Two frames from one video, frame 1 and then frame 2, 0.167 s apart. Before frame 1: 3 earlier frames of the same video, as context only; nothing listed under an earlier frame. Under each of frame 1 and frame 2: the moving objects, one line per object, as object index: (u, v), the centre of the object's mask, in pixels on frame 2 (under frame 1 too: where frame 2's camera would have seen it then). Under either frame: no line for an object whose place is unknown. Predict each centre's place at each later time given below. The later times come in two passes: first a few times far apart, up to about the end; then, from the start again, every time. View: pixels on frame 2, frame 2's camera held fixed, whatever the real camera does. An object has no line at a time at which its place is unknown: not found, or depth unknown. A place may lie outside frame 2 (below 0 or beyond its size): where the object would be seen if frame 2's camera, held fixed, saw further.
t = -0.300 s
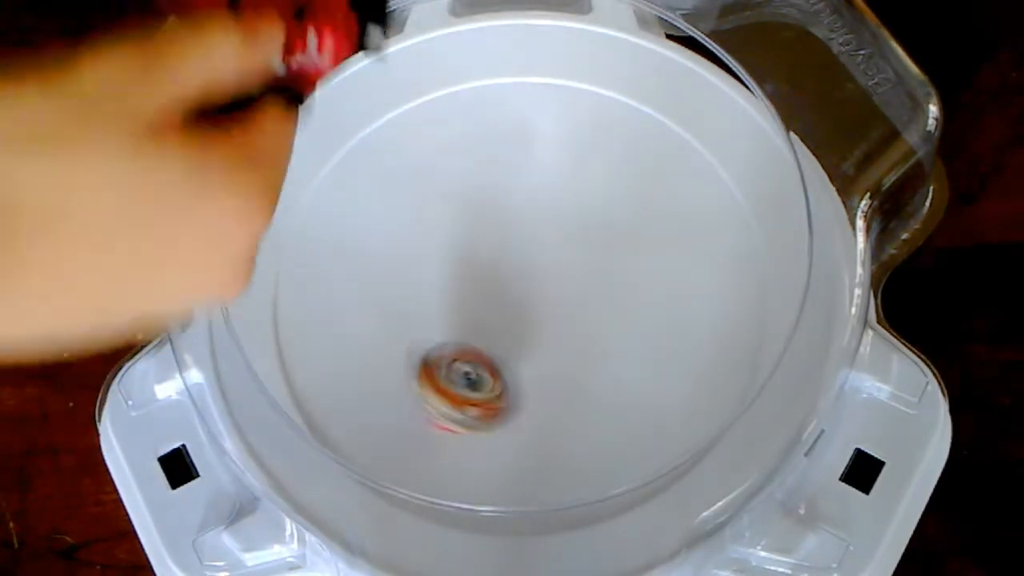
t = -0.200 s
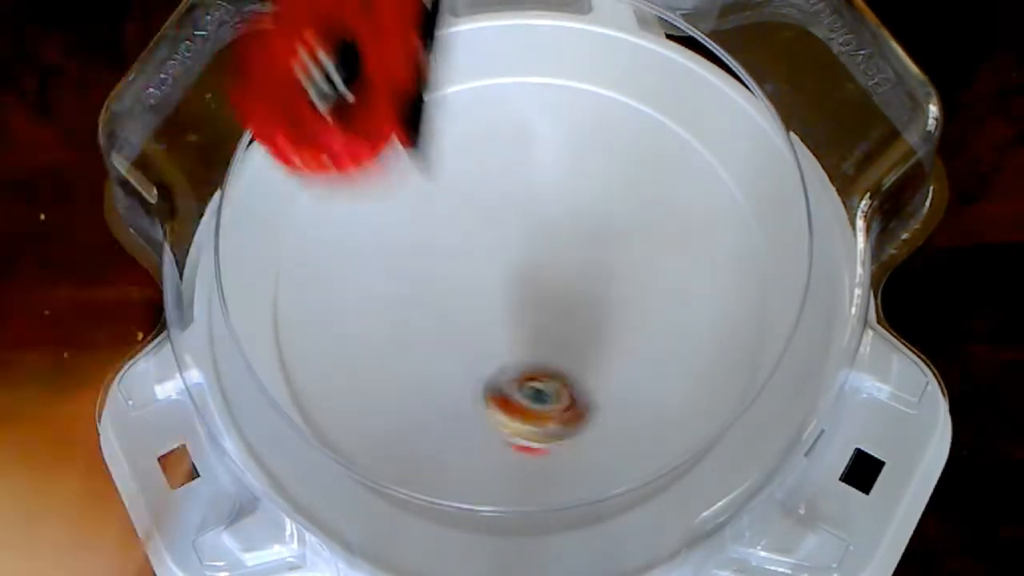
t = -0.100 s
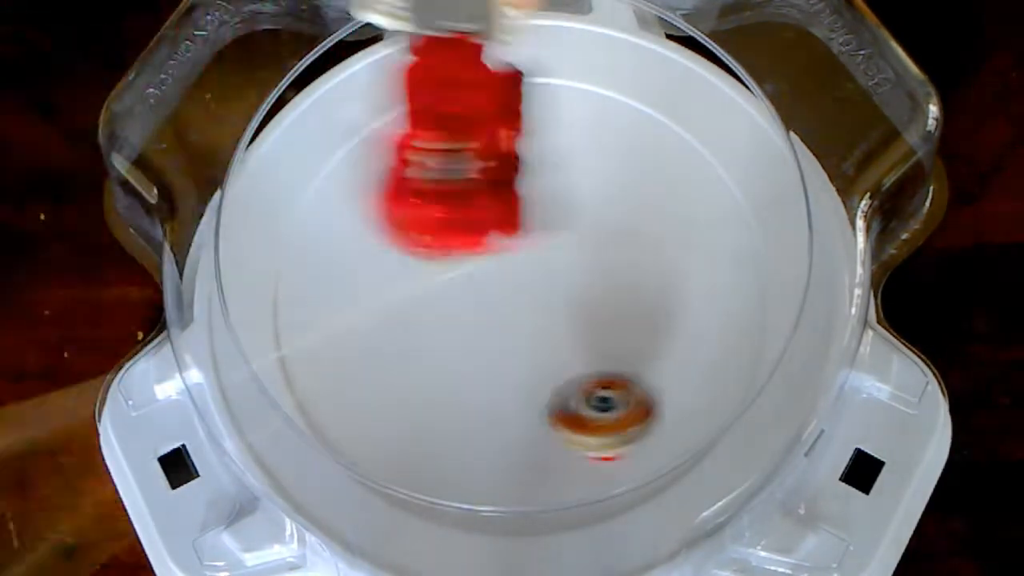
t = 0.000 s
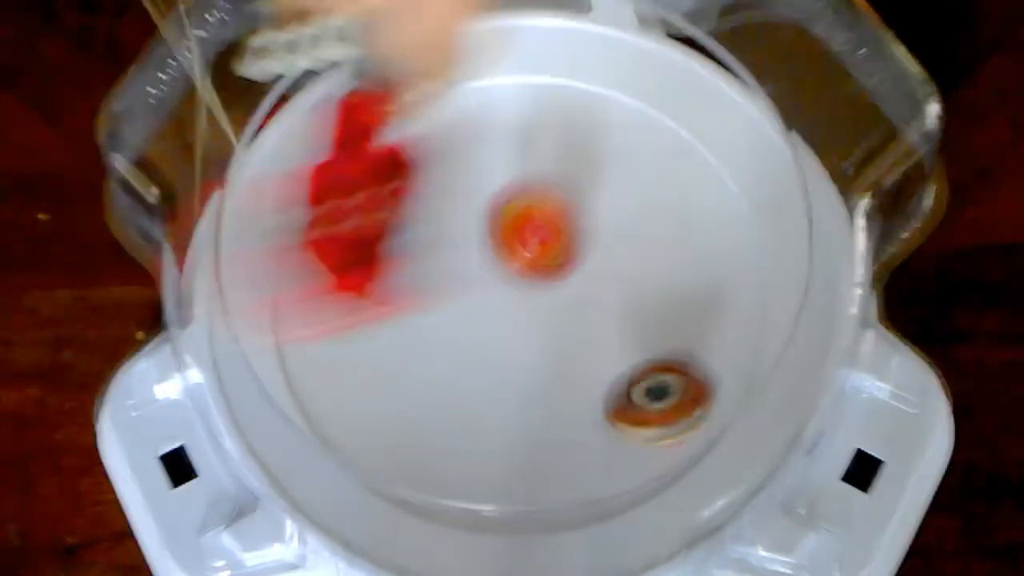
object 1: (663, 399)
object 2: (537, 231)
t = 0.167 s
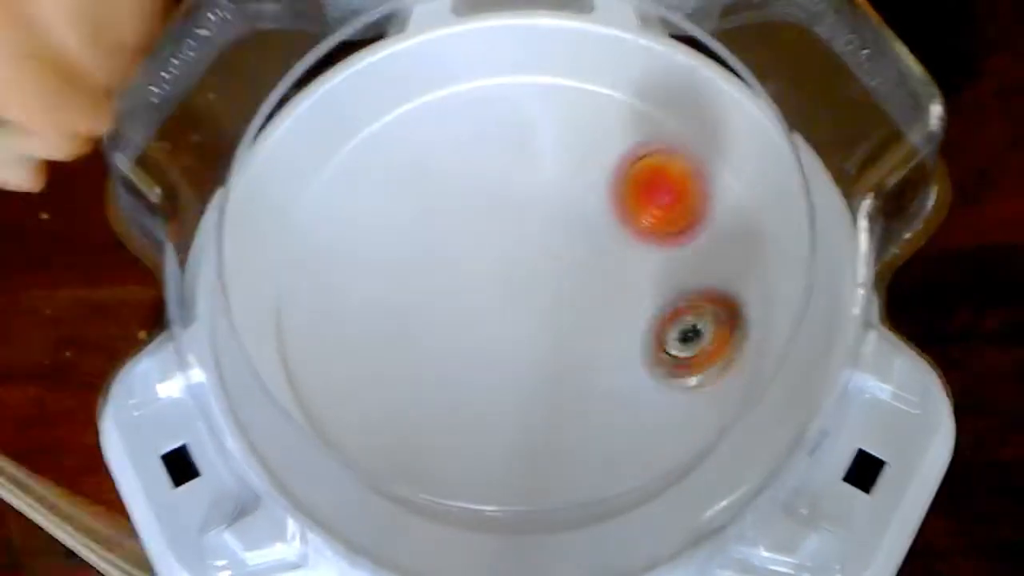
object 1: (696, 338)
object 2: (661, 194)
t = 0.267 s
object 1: (691, 291)
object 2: (686, 174)
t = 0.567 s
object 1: (536, 239)
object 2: (582, 141)
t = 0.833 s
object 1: (370, 300)
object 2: (501, 212)
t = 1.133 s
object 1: (355, 381)
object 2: (589, 333)
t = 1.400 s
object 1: (500, 375)
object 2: (668, 330)
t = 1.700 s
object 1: (561, 259)
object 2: (688, 275)
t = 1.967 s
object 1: (515, 184)
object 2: (588, 287)
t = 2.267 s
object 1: (458, 231)
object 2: (498, 381)
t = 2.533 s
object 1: (469, 334)
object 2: (530, 427)
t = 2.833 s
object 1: (507, 316)
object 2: (594, 385)
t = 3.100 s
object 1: (474, 221)
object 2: (518, 355)
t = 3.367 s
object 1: (449, 215)
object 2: (401, 359)
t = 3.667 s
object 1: (488, 287)
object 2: (453, 386)
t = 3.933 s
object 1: (572, 249)
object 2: (478, 312)
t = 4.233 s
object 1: (557, 228)
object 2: (408, 242)
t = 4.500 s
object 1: (527, 262)
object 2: (407, 298)
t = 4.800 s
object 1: (572, 301)
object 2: (453, 294)
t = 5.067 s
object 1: (589, 310)
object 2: (466, 257)
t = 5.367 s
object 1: (596, 385)
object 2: (391, 197)
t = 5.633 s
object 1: (552, 367)
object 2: (444, 263)
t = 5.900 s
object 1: (522, 374)
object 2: (513, 253)
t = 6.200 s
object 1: (503, 372)
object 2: (555, 194)
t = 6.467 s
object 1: (484, 365)
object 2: (519, 239)
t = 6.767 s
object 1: (446, 365)
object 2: (542, 273)
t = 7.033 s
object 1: (436, 351)
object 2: (541, 295)
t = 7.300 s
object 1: (425, 337)
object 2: (543, 299)
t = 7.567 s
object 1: (413, 316)
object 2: (535, 291)
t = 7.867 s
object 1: (398, 298)
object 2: (543, 294)
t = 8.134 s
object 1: (398, 283)
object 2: (523, 290)
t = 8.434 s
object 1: (403, 254)
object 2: (526, 298)
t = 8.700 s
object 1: (411, 241)
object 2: (515, 296)
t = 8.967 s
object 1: (433, 223)
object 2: (510, 307)
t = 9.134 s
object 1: (441, 220)
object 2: (507, 308)
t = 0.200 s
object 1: (696, 322)
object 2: (676, 190)
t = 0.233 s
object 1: (696, 306)
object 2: (684, 184)
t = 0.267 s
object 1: (691, 291)
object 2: (686, 174)
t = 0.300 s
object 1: (683, 281)
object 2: (689, 168)
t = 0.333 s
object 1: (670, 273)
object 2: (684, 161)
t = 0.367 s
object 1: (655, 264)
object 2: (678, 154)
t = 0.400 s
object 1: (638, 255)
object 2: (667, 145)
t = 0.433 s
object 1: (619, 251)
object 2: (654, 139)
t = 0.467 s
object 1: (598, 245)
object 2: (639, 136)
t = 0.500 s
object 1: (576, 242)
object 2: (622, 135)
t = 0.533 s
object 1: (555, 240)
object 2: (603, 135)
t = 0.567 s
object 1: (536, 239)
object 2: (582, 141)
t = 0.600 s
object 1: (511, 244)
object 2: (563, 144)
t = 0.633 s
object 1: (486, 248)
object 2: (548, 147)
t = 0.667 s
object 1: (464, 255)
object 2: (532, 154)
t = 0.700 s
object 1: (440, 263)
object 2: (519, 163)
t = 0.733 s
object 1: (420, 272)
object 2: (511, 172)
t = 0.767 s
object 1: (401, 282)
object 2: (505, 184)
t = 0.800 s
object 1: (384, 291)
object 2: (502, 198)
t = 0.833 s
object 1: (370, 300)
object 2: (501, 212)
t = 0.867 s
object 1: (359, 310)
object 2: (504, 227)
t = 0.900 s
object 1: (347, 321)
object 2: (508, 243)
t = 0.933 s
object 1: (339, 333)
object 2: (515, 261)
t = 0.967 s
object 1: (334, 343)
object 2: (525, 275)
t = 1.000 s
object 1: (333, 353)
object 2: (536, 291)
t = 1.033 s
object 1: (334, 362)
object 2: (549, 304)
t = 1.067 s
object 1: (338, 371)
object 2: (564, 315)
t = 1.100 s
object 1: (343, 378)
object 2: (576, 325)
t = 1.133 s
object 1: (355, 381)
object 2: (589, 333)
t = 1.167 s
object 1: (367, 385)
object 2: (602, 339)
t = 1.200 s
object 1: (382, 388)
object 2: (615, 342)
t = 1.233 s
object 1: (402, 391)
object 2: (627, 343)
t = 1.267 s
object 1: (421, 393)
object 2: (638, 343)
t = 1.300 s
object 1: (439, 392)
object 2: (649, 341)
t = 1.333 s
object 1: (461, 389)
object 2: (657, 339)
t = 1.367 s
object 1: (482, 383)
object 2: (663, 335)
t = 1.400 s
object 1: (500, 375)
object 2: (668, 330)
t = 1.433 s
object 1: (518, 366)
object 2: (670, 326)
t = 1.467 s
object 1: (537, 356)
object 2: (671, 321)
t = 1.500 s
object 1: (552, 342)
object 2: (671, 316)
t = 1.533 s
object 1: (556, 329)
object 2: (679, 309)
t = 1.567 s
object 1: (557, 314)
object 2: (685, 302)
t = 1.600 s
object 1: (560, 301)
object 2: (689, 296)
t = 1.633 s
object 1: (561, 286)
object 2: (691, 289)
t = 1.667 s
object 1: (562, 271)
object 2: (690, 282)
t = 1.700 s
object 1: (561, 259)
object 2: (688, 275)
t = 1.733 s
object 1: (557, 243)
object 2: (682, 270)
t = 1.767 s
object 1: (553, 230)
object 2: (673, 267)
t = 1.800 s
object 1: (547, 219)
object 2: (661, 264)
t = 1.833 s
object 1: (543, 212)
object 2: (648, 264)
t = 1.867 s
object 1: (536, 201)
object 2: (634, 266)
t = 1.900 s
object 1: (529, 195)
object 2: (619, 272)
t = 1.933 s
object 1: (522, 189)
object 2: (603, 279)
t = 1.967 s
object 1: (515, 184)
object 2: (588, 287)
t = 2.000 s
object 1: (506, 182)
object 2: (572, 297)
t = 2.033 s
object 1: (500, 181)
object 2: (557, 307)
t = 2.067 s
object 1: (493, 184)
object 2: (542, 319)
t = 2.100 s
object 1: (486, 188)
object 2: (531, 329)
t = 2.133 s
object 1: (478, 194)
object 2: (521, 339)
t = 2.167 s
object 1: (473, 200)
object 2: (514, 349)
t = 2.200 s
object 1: (467, 209)
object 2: (507, 360)
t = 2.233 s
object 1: (463, 218)
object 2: (502, 371)
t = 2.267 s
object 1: (458, 231)
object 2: (498, 381)
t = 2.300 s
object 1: (455, 243)
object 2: (496, 391)
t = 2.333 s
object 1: (453, 257)
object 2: (496, 399)
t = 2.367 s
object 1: (452, 272)
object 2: (499, 406)
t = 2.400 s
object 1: (452, 285)
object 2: (504, 412)
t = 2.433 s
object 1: (454, 298)
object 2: (510, 418)
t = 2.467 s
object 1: (458, 310)
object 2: (516, 422)
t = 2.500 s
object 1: (462, 321)
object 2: (523, 426)
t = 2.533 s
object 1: (469, 334)
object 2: (530, 427)
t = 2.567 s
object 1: (471, 339)
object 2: (542, 434)
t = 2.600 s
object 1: (475, 339)
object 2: (554, 439)
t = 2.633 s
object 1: (477, 336)
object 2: (565, 442)
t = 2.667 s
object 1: (481, 335)
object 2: (576, 438)
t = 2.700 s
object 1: (487, 333)
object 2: (585, 431)
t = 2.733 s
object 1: (490, 330)
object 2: (592, 421)
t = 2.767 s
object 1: (498, 326)
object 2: (596, 409)
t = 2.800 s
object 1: (503, 321)
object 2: (596, 397)
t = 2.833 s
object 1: (507, 316)
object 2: (594, 385)
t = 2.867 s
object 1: (502, 303)
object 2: (593, 378)
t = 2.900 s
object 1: (500, 288)
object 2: (592, 375)
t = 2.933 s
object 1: (497, 274)
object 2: (587, 371)
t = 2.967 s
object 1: (493, 263)
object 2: (579, 367)
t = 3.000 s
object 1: (490, 252)
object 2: (567, 364)
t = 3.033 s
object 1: (485, 239)
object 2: (554, 360)
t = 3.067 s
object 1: (478, 230)
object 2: (537, 358)
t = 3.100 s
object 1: (474, 221)
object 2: (518, 355)
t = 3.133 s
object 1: (468, 214)
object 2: (499, 352)
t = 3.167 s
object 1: (464, 208)
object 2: (480, 350)
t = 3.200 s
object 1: (460, 203)
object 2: (462, 349)
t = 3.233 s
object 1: (456, 205)
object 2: (445, 349)
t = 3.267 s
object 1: (453, 207)
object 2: (430, 350)
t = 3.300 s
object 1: (450, 207)
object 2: (418, 352)
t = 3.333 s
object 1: (450, 210)
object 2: (408, 355)
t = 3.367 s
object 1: (449, 215)
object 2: (401, 359)
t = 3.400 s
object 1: (448, 223)
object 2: (397, 362)
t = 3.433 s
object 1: (450, 229)
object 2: (396, 368)
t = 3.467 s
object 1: (450, 238)
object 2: (397, 374)
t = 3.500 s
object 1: (453, 246)
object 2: (401, 380)
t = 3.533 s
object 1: (456, 252)
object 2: (408, 386)
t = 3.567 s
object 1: (461, 260)
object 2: (419, 391)
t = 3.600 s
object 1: (470, 271)
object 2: (431, 392)
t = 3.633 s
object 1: (480, 280)
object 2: (443, 390)
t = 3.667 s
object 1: (488, 287)
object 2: (453, 386)
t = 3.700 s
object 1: (497, 285)
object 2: (458, 391)
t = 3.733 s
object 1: (510, 279)
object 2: (462, 391)
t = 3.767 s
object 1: (523, 275)
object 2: (467, 384)
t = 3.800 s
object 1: (537, 271)
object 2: (473, 373)
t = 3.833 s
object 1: (549, 264)
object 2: (478, 359)
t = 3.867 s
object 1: (557, 259)
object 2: (480, 344)
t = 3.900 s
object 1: (564, 255)
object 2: (480, 328)
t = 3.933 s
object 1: (572, 249)
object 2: (478, 312)
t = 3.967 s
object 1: (575, 244)
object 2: (473, 296)
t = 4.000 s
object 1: (579, 239)
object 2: (467, 282)
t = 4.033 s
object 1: (579, 235)
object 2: (460, 269)
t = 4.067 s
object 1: (578, 233)
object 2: (452, 257)
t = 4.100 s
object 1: (577, 227)
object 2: (443, 249)
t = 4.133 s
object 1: (573, 227)
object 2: (434, 243)
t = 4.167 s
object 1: (568, 225)
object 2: (424, 240)
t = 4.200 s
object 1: (563, 227)
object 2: (416, 239)
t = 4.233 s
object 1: (557, 228)
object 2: (408, 242)
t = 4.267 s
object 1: (549, 228)
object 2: (402, 247)
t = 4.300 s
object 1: (542, 231)
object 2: (401, 254)
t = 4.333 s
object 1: (535, 237)
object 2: (403, 262)
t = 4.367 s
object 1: (528, 242)
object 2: (407, 270)
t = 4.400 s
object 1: (523, 247)
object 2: (411, 277)
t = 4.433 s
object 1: (524, 253)
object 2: (407, 285)
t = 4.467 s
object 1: (525, 259)
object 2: (405, 293)
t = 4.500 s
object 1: (527, 262)
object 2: (407, 298)
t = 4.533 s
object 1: (527, 269)
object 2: (410, 301)
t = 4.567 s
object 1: (531, 275)
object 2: (416, 304)
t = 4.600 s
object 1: (536, 280)
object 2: (421, 304)
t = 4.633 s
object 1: (544, 284)
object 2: (424, 304)
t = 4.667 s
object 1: (551, 290)
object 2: (428, 303)
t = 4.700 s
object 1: (558, 295)
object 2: (433, 301)
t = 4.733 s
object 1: (563, 298)
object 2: (440, 299)
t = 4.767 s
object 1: (568, 300)
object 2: (446, 297)
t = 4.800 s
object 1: (572, 301)
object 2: (453, 294)
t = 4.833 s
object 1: (575, 302)
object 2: (459, 290)
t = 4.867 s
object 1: (580, 303)
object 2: (460, 285)
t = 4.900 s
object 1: (583, 303)
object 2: (461, 280)
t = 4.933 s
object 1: (587, 302)
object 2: (464, 276)
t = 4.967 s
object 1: (586, 301)
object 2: (467, 273)
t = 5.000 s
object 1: (583, 301)
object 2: (470, 271)
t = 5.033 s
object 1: (580, 301)
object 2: (474, 270)
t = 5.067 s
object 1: (589, 310)
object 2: (466, 257)
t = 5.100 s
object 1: (612, 331)
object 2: (443, 232)
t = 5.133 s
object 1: (629, 351)
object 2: (427, 212)
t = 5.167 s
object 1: (636, 361)
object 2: (413, 196)
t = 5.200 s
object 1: (640, 371)
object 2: (404, 186)
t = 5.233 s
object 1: (634, 378)
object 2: (399, 181)
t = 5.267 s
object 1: (625, 381)
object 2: (394, 181)
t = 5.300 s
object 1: (615, 384)
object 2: (392, 183)
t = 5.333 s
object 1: (606, 384)
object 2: (391, 189)
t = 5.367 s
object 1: (596, 385)
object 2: (391, 197)
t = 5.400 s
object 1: (588, 381)
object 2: (393, 205)
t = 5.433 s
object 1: (582, 378)
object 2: (396, 213)
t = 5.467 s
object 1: (575, 375)
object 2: (401, 223)
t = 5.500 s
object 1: (568, 370)
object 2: (408, 233)
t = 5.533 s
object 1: (563, 368)
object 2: (416, 242)
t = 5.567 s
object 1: (558, 367)
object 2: (425, 250)
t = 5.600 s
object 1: (554, 366)
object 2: (434, 257)
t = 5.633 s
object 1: (552, 367)
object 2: (444, 263)
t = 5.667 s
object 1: (550, 367)
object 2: (455, 268)
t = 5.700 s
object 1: (547, 368)
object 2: (464, 271)
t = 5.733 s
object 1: (544, 367)
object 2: (475, 275)
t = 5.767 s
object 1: (539, 369)
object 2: (484, 275)
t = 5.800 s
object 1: (535, 370)
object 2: (491, 273)
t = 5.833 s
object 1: (529, 373)
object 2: (497, 267)
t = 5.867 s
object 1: (526, 375)
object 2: (504, 259)
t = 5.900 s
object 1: (522, 374)
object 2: (513, 253)
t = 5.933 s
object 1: (519, 376)
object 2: (523, 243)
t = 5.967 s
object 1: (518, 375)
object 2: (533, 234)
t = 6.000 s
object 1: (517, 376)
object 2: (544, 224)
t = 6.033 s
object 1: (517, 373)
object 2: (552, 215)
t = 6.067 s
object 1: (513, 371)
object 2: (559, 205)
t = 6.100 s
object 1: (510, 371)
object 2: (560, 198)
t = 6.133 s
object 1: (506, 371)
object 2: (560, 194)
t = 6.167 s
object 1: (505, 373)
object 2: (558, 193)
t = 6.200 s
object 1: (503, 372)
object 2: (555, 194)
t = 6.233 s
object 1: (501, 373)
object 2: (551, 196)
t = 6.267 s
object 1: (501, 372)
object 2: (546, 201)
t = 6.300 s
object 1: (497, 371)
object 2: (542, 206)
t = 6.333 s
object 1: (496, 372)
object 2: (537, 212)
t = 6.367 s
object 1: (493, 370)
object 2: (532, 219)
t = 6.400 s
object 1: (492, 368)
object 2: (527, 226)
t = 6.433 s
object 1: (489, 365)
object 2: (523, 233)
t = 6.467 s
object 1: (484, 365)
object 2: (519, 239)
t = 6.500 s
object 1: (482, 361)
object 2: (517, 245)
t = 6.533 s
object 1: (477, 359)
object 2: (515, 250)
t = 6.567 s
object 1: (475, 359)
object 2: (514, 255)
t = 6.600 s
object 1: (471, 358)
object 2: (516, 259)
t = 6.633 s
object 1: (467, 363)
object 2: (522, 261)
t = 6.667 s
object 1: (459, 363)
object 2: (529, 263)
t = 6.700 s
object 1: (451, 365)
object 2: (535, 266)
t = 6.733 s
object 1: (448, 365)
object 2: (540, 269)
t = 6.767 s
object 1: (446, 365)
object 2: (542, 273)
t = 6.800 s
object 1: (446, 366)
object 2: (544, 276)
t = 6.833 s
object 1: (448, 362)
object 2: (544, 280)
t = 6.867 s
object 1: (447, 359)
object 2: (544, 283)
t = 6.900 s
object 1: (445, 355)
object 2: (543, 286)
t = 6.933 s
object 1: (441, 353)
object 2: (542, 288)
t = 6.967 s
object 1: (440, 352)
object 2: (540, 291)
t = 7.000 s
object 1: (436, 351)
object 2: (541, 293)
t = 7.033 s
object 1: (436, 351)
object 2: (541, 295)
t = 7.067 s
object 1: (434, 351)
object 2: (544, 295)
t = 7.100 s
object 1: (431, 351)
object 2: (546, 296)
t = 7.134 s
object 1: (433, 348)
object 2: (547, 297)
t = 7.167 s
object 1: (433, 342)
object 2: (546, 298)
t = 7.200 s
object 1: (431, 340)
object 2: (544, 298)
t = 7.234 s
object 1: (431, 338)
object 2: (542, 299)
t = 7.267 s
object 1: (429, 338)
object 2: (541, 298)
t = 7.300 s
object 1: (425, 337)
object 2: (543, 299)
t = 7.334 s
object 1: (417, 334)
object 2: (548, 296)
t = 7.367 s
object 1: (411, 332)
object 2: (550, 295)
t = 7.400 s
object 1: (409, 329)
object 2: (550, 294)
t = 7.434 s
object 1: (408, 329)
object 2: (549, 293)
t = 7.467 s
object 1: (410, 329)
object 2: (547, 292)
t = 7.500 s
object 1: (412, 324)
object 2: (544, 292)
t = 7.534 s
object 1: (413, 321)
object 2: (539, 292)
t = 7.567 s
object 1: (413, 316)
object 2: (535, 291)
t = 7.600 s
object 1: (410, 314)
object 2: (530, 291)
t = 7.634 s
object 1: (408, 313)
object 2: (525, 291)
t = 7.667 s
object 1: (407, 310)
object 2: (523, 292)
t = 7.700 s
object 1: (406, 309)
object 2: (523, 292)
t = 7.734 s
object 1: (401, 307)
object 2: (531, 292)
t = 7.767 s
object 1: (397, 306)
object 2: (537, 293)
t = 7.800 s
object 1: (399, 304)
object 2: (541, 293)
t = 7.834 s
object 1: (399, 299)
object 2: (543, 294)
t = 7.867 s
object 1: (398, 298)
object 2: (543, 294)
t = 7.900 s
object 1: (399, 296)
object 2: (543, 294)
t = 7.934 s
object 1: (397, 294)
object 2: (540, 294)
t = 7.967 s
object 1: (397, 293)
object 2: (538, 293)
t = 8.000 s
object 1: (397, 291)
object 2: (535, 293)
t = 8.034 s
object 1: (398, 290)
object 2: (532, 291)
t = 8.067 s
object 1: (399, 286)
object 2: (529, 291)
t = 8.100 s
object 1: (398, 284)
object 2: (526, 291)
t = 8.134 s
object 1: (398, 283)
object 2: (523, 290)
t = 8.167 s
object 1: (399, 280)
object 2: (520, 290)
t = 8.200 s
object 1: (401, 279)
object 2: (517, 290)
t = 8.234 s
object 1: (398, 274)
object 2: (520, 292)
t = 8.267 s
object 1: (396, 268)
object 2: (524, 294)
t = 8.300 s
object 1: (397, 262)
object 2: (527, 295)
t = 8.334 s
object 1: (397, 259)
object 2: (528, 297)
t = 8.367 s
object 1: (399, 258)
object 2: (527, 297)
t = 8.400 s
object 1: (402, 257)
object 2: (527, 298)
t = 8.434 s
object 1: (403, 254)
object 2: (526, 298)
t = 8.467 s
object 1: (405, 253)
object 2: (524, 297)
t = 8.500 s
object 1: (406, 250)
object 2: (523, 297)
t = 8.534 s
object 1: (406, 248)
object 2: (522, 297)
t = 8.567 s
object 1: (407, 245)
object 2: (520, 296)
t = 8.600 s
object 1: (406, 244)
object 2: (519, 296)
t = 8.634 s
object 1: (406, 243)
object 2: (517, 296)
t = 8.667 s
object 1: (408, 242)
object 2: (516, 295)
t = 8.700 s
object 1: (411, 241)
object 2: (515, 296)
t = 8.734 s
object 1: (414, 238)
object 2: (513, 297)
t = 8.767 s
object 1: (416, 233)
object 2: (514, 299)
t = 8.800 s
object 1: (421, 231)
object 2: (514, 301)
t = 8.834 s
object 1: (425, 229)
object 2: (514, 303)
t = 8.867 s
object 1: (428, 228)
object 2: (513, 304)
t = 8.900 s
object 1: (429, 226)
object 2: (512, 306)
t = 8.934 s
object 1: (431, 224)
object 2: (511, 306)
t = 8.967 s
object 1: (433, 223)
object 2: (510, 307)
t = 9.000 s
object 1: (435, 221)
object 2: (510, 307)
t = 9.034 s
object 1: (436, 220)
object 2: (509, 308)
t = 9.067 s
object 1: (437, 219)
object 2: (508, 307)
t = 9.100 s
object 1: (437, 219)
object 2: (508, 308)
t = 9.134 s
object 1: (441, 220)
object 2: (507, 308)
